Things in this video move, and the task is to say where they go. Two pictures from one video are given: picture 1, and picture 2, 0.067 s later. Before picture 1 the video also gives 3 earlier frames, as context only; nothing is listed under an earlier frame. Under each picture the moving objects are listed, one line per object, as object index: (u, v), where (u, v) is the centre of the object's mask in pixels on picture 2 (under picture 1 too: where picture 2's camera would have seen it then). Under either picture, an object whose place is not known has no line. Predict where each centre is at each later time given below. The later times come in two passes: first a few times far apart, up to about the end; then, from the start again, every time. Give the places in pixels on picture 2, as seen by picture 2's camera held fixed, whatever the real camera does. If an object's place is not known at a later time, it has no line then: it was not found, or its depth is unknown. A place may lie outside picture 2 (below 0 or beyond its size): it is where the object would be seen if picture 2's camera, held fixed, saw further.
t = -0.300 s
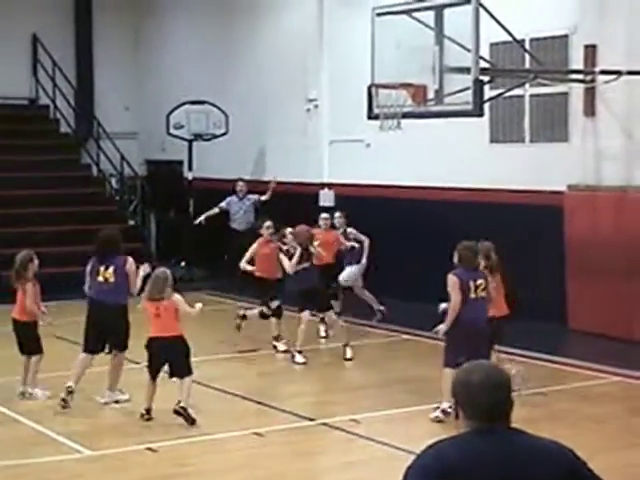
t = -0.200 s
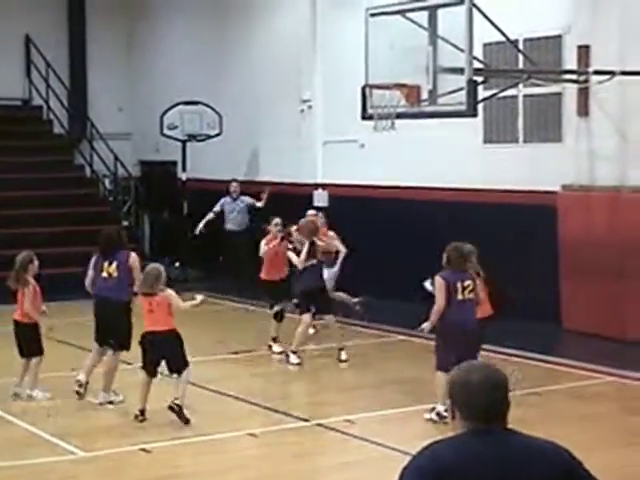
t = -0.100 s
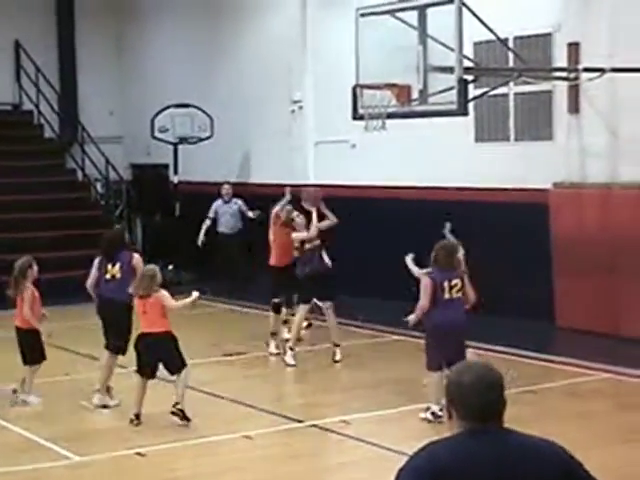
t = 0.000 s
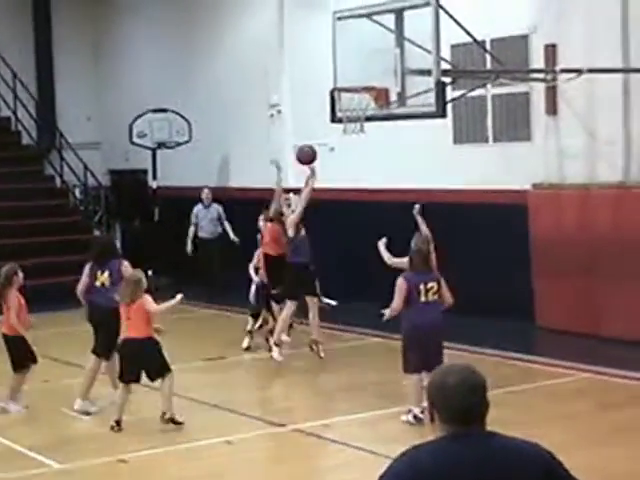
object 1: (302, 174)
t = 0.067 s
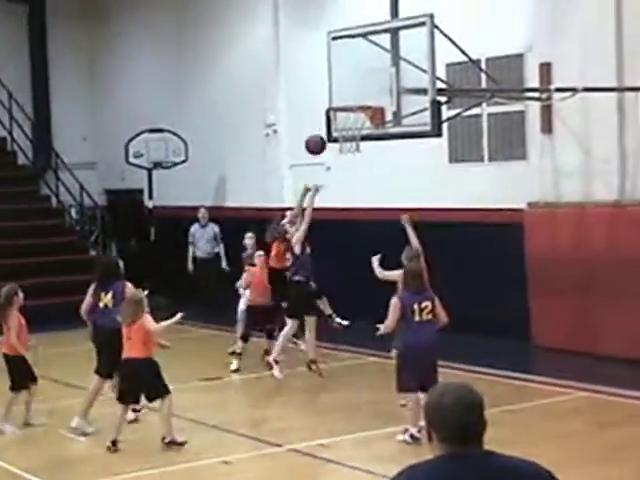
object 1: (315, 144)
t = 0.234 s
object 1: (349, 88)
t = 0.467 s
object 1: (336, 81)
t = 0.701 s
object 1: (324, 94)
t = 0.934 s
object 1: (316, 129)
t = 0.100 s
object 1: (321, 131)
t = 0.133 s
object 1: (328, 119)
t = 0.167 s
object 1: (337, 108)
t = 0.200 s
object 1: (342, 97)
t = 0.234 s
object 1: (349, 88)
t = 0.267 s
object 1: (351, 83)
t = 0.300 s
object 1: (348, 80)
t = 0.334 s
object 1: (346, 78)
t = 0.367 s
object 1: (344, 77)
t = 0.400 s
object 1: (341, 78)
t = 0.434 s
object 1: (338, 79)
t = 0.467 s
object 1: (336, 81)
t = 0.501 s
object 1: (334, 85)
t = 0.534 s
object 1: (331, 89)
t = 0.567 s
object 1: (329, 95)
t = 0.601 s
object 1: (327, 95)
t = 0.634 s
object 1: (326, 94)
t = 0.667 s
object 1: (325, 94)
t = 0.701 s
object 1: (324, 94)
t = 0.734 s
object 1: (323, 96)
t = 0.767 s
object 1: (322, 99)
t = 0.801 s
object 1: (320, 103)
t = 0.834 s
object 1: (319, 108)
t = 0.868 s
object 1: (318, 114)
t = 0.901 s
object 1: (317, 120)
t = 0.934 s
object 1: (316, 129)
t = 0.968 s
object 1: (316, 138)
